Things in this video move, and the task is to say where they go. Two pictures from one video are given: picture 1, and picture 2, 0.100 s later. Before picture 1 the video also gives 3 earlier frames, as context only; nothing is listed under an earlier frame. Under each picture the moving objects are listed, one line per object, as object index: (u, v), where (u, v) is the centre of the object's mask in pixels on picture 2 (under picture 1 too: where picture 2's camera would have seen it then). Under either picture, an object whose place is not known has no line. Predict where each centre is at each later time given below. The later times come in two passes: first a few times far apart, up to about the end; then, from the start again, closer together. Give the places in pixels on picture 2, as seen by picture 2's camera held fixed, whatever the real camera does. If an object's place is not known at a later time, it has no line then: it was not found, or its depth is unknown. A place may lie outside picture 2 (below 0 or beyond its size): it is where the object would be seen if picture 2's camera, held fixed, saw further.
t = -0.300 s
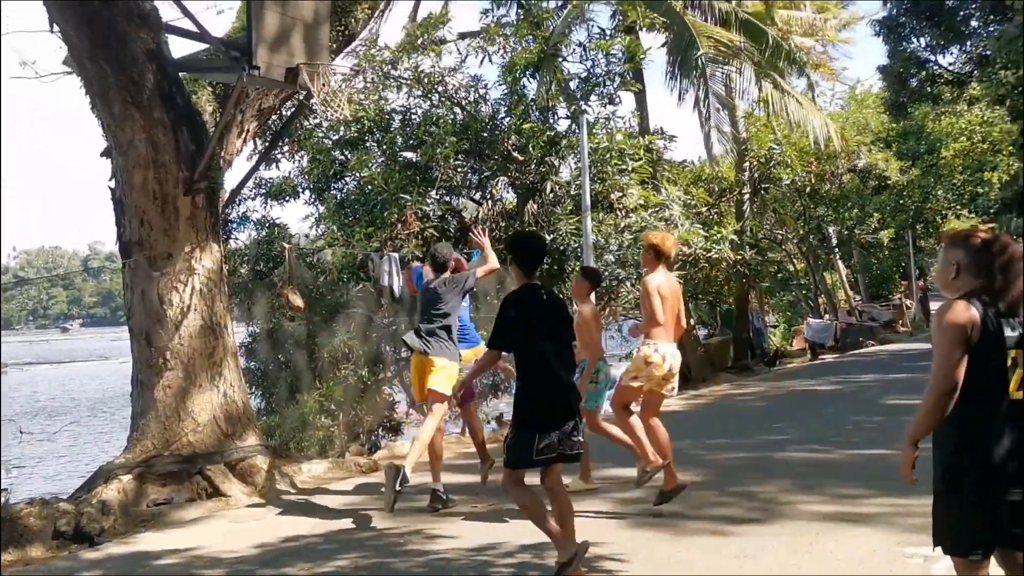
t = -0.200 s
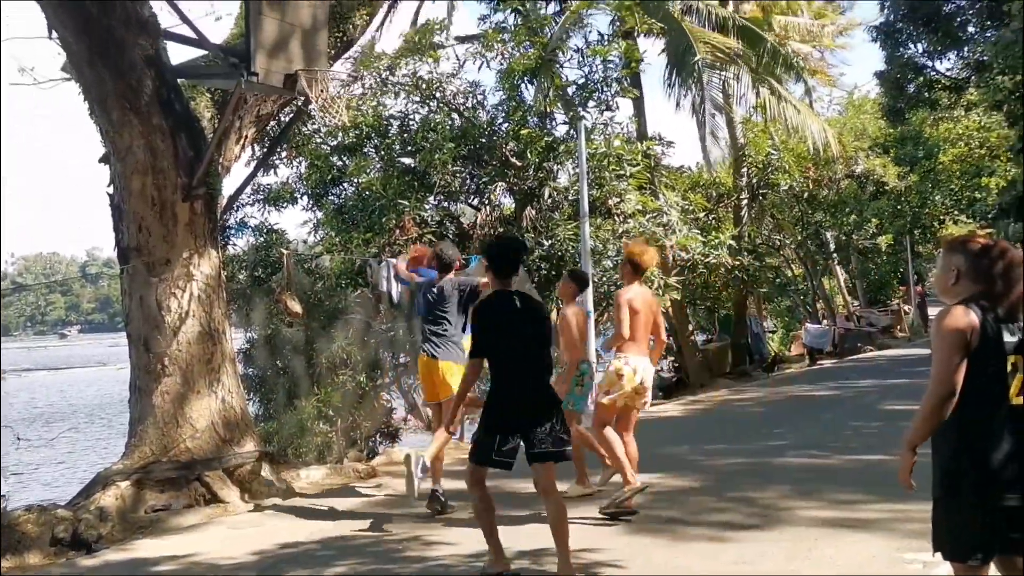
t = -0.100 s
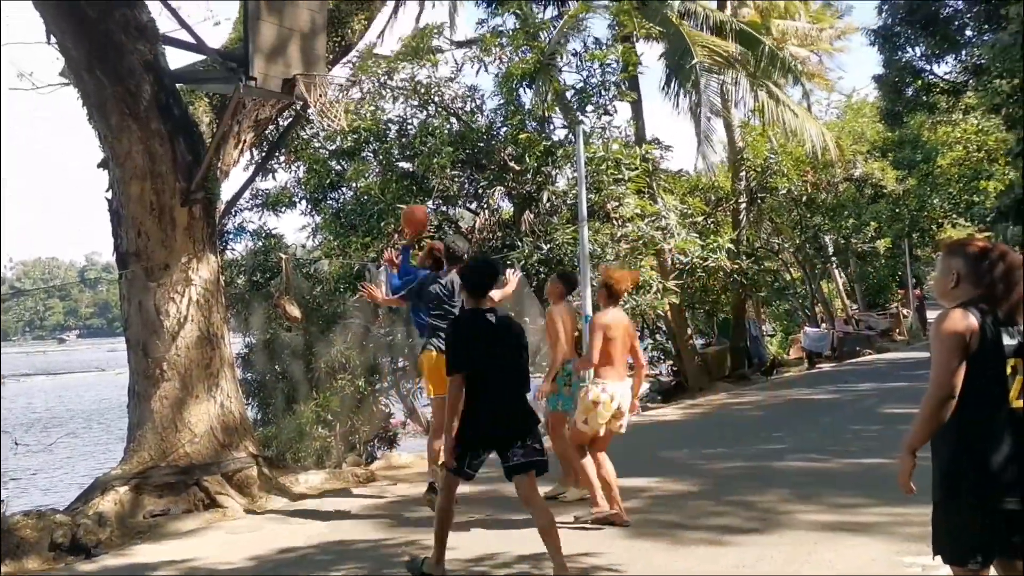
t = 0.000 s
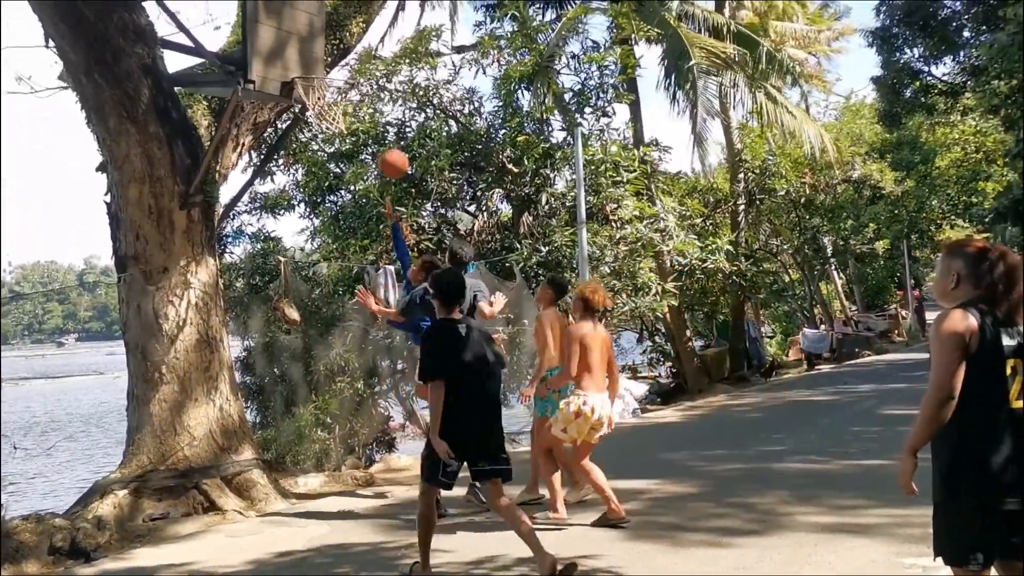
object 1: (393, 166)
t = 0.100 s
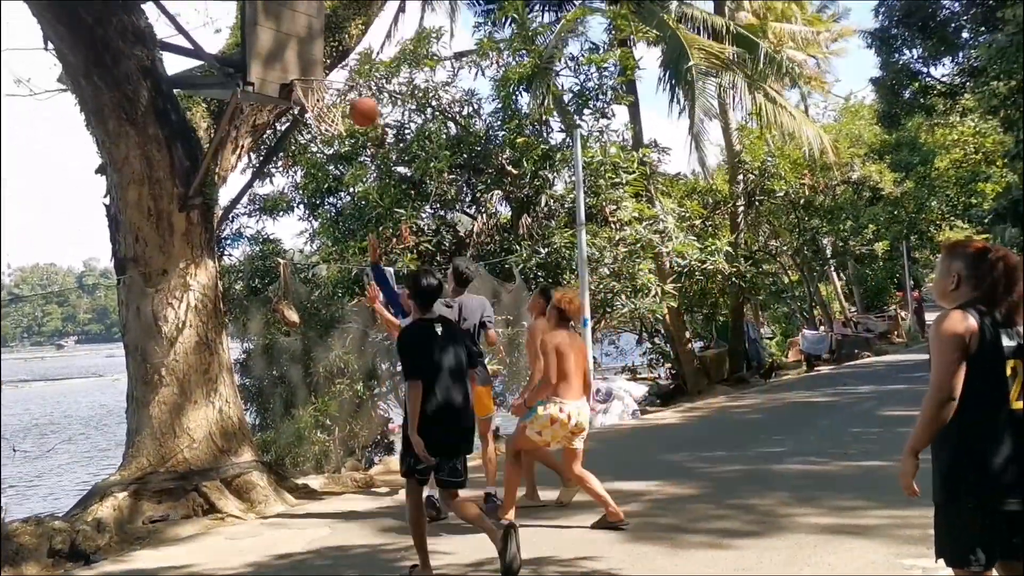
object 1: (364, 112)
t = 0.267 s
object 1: (316, 47)
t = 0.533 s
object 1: (312, 59)
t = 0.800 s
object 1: (315, 64)
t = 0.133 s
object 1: (355, 97)
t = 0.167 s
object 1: (346, 77)
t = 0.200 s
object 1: (334, 67)
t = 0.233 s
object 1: (324, 57)
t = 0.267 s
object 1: (316, 47)
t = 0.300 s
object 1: (316, 43)
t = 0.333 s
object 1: (315, 41)
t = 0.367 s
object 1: (315, 41)
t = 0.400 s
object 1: (314, 40)
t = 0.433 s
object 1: (314, 43)
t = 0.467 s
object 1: (313, 47)
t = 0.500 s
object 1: (313, 51)
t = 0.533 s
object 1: (312, 59)
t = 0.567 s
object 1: (313, 62)
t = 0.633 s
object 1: (313, 59)
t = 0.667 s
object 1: (313, 58)
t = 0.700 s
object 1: (314, 57)
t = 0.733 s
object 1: (314, 58)
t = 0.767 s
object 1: (315, 61)
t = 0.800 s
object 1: (315, 64)
